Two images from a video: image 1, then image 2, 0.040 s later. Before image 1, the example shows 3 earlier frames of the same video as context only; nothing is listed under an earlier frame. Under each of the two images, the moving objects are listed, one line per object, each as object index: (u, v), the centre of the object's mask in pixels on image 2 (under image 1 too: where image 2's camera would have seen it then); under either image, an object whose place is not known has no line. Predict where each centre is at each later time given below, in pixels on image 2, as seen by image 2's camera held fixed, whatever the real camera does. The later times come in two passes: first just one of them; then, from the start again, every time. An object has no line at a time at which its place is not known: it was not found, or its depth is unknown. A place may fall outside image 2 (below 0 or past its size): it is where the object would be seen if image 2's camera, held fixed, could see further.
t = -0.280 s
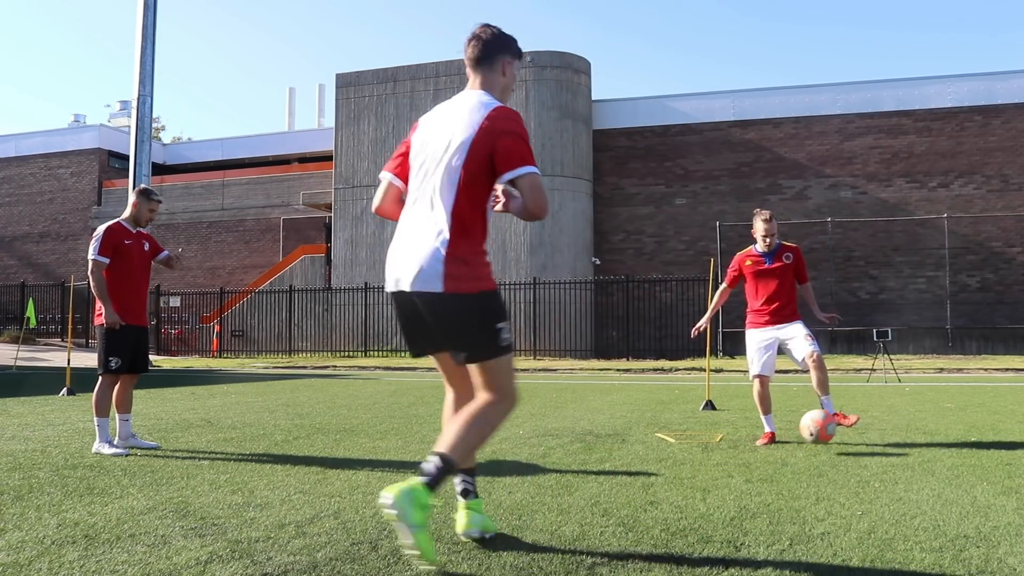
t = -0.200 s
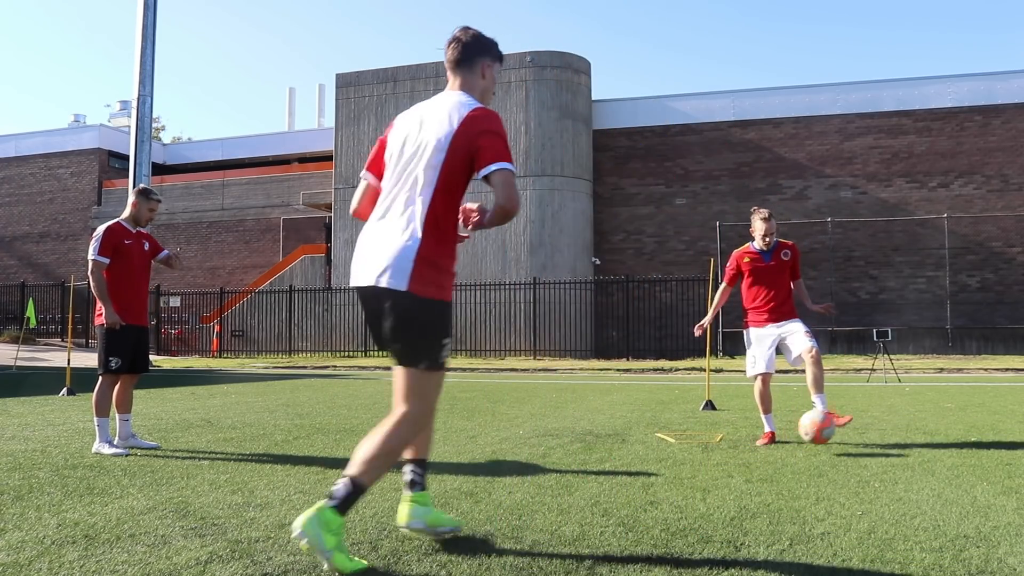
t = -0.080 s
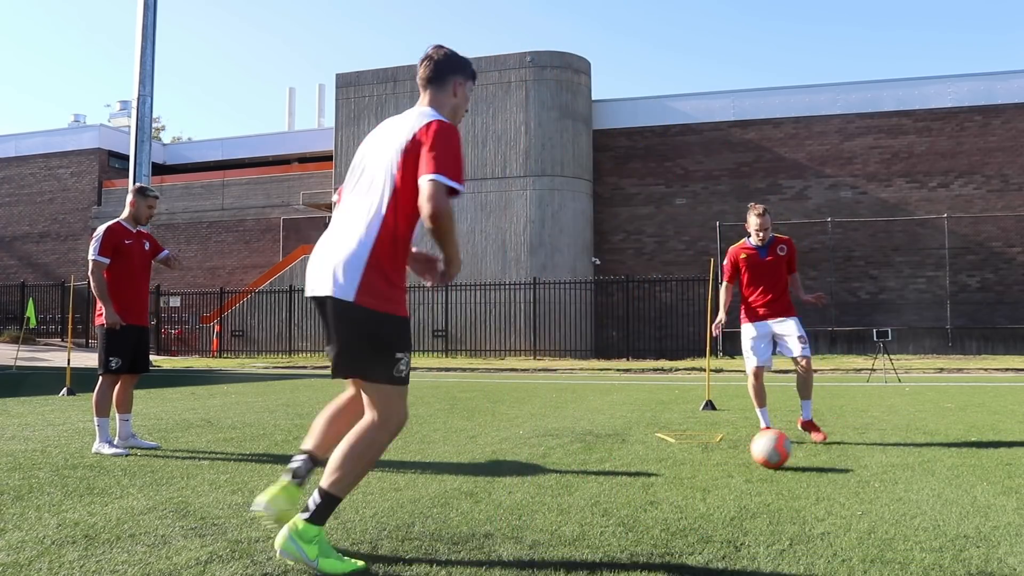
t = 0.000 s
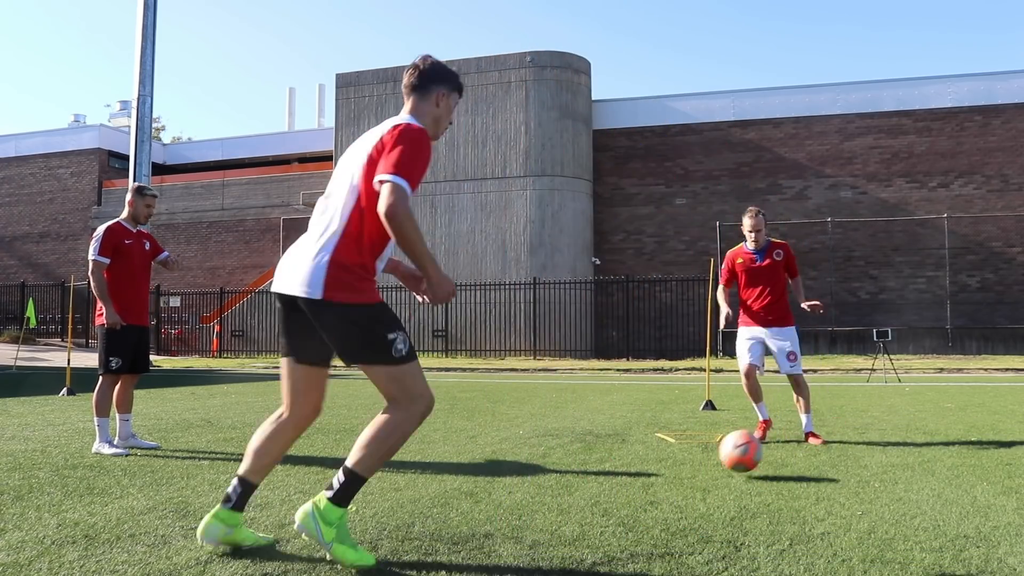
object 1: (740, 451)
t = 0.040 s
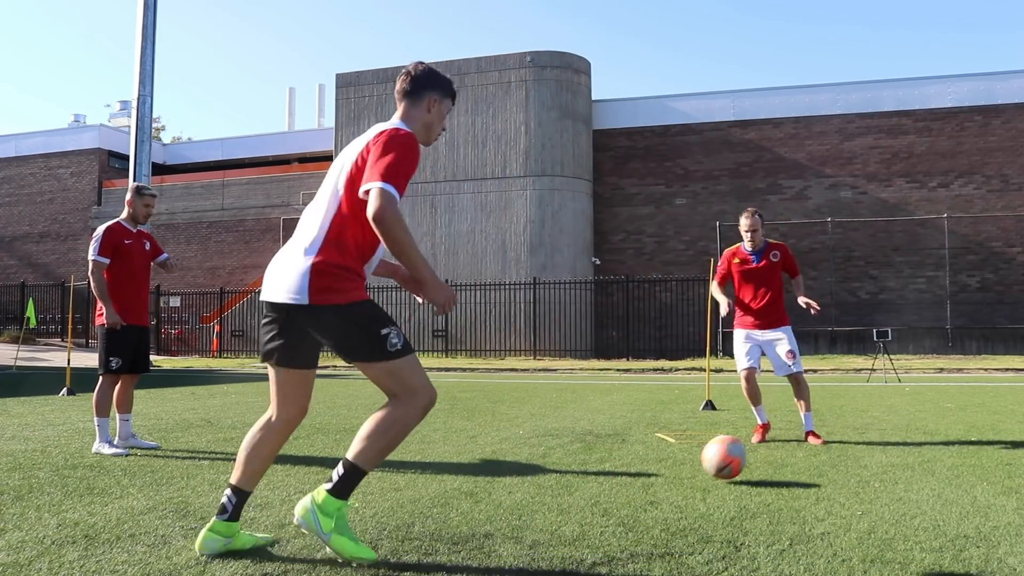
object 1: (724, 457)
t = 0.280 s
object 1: (618, 490)
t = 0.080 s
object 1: (706, 467)
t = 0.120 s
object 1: (690, 469)
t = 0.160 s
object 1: (673, 471)
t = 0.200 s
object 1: (656, 477)
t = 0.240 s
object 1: (637, 486)
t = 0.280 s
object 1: (618, 490)
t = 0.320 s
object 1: (599, 494)
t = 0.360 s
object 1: (579, 500)
